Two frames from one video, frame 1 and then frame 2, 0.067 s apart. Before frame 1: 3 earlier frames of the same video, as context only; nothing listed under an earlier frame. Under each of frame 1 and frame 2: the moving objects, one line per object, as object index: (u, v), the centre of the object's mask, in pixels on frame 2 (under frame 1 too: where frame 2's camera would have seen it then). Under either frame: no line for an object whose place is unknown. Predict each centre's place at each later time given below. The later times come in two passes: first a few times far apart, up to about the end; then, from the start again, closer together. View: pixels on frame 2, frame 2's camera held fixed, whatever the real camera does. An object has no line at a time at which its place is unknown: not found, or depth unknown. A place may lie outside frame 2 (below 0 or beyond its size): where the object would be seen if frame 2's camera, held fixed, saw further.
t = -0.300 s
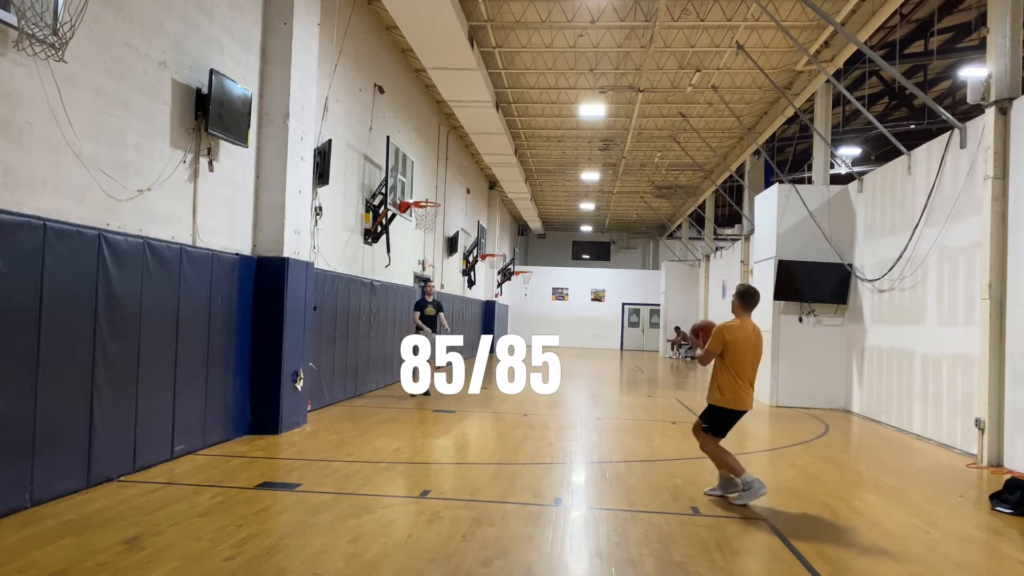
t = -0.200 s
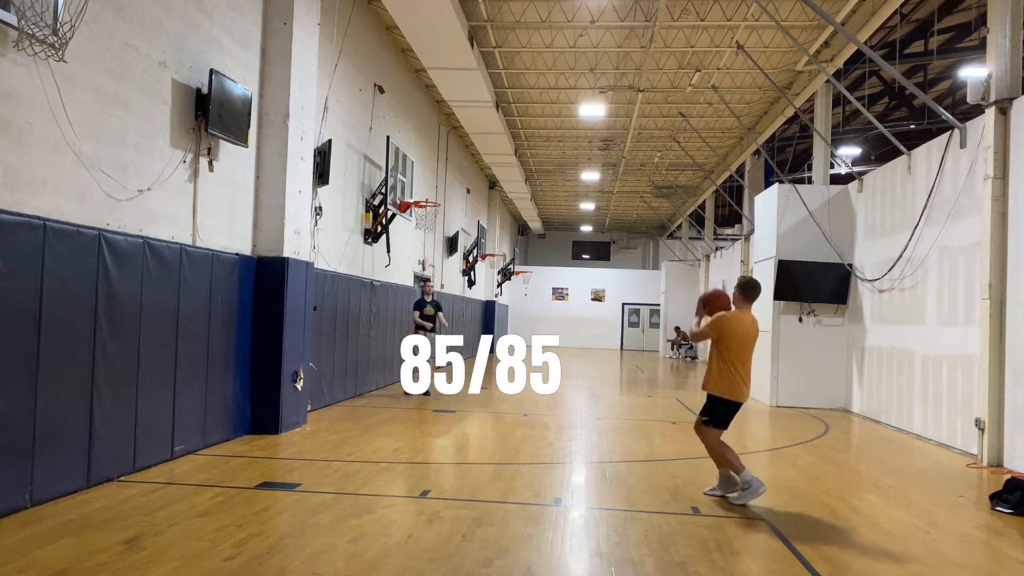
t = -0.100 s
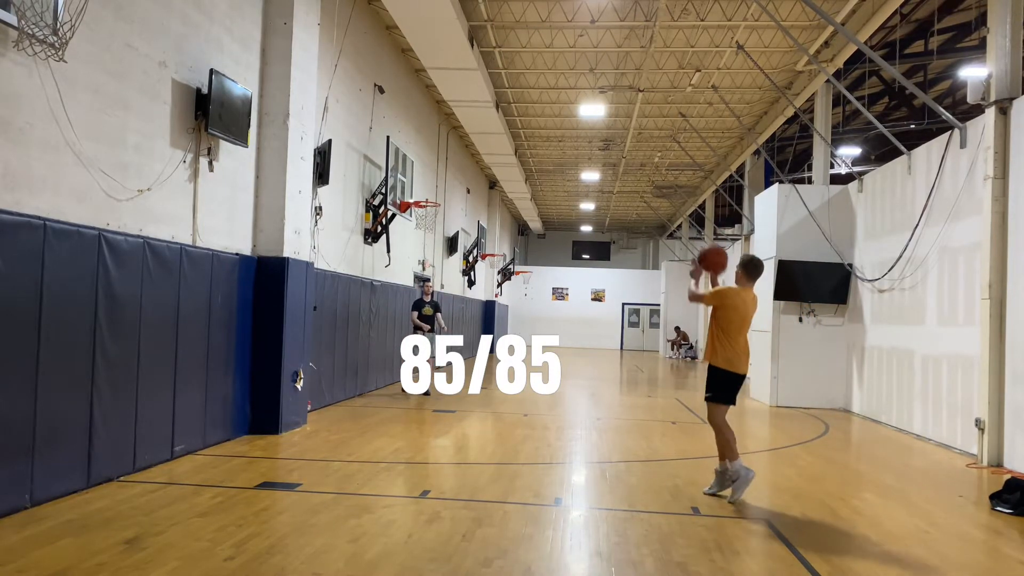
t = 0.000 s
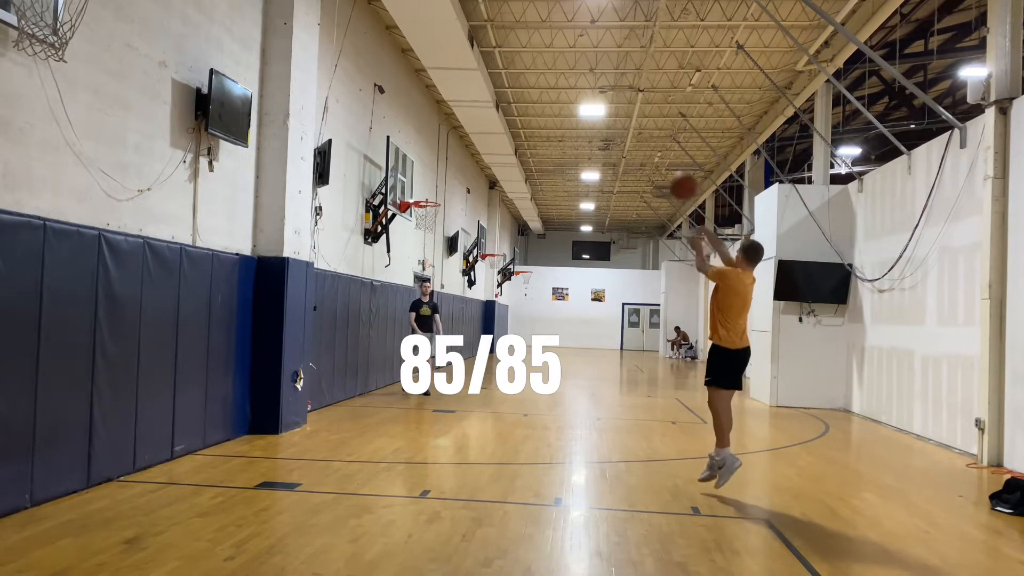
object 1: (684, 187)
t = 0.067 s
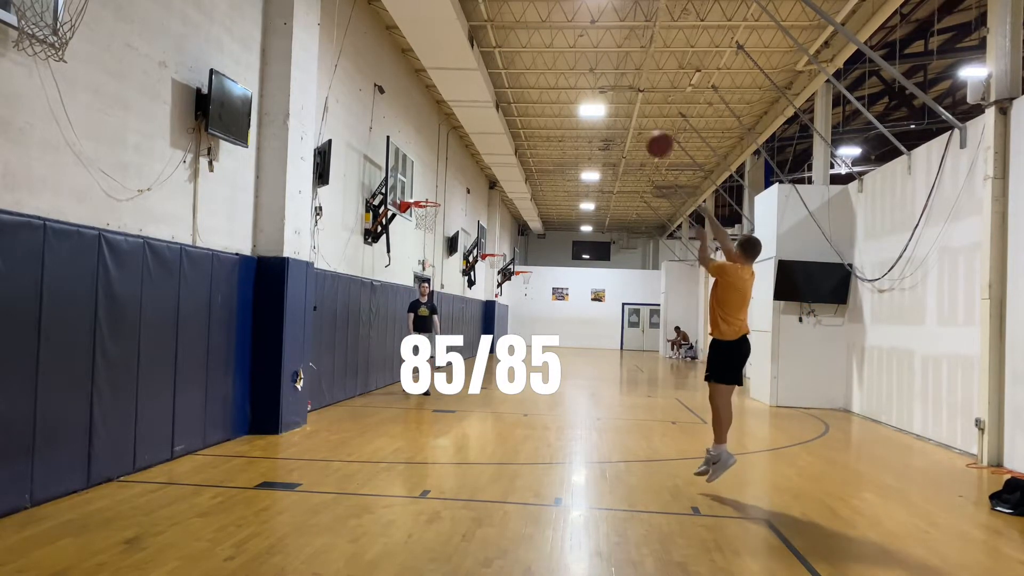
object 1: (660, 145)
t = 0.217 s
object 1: (613, 79)
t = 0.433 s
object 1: (559, 37)
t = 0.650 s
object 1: (517, 39)
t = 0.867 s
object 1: (480, 74)
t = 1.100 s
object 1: (448, 137)
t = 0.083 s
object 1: (654, 137)
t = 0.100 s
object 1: (648, 128)
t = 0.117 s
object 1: (644, 120)
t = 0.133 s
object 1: (638, 112)
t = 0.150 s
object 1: (632, 105)
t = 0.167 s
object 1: (627, 97)
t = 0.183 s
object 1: (622, 91)
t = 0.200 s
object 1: (618, 85)
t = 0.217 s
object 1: (613, 79)
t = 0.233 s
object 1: (608, 74)
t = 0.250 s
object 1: (603, 69)
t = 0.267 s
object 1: (599, 65)
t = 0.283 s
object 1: (595, 61)
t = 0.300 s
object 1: (590, 57)
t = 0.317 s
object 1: (586, 54)
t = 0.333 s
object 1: (582, 50)
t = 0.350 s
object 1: (578, 47)
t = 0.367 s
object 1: (574, 45)
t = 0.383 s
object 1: (570, 43)
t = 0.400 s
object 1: (566, 40)
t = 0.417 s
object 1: (563, 39)
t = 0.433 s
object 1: (559, 37)
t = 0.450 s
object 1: (555, 36)
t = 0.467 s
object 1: (552, 35)
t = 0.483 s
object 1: (549, 34)
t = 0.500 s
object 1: (545, 34)
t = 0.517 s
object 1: (542, 34)
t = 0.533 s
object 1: (538, 34)
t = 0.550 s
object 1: (535, 34)
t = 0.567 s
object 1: (532, 34)
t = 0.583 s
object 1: (528, 35)
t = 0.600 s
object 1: (525, 36)
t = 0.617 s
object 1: (522, 37)
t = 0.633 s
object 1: (520, 38)
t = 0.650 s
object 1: (517, 39)
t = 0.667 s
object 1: (513, 42)
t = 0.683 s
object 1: (510, 43)
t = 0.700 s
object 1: (507, 45)
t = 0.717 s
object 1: (504, 47)
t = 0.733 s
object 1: (501, 50)
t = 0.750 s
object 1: (498, 52)
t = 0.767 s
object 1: (495, 55)
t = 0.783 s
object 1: (493, 59)
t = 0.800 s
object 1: (491, 60)
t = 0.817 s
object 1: (487, 64)
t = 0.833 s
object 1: (485, 67)
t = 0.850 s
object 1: (482, 71)
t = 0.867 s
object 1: (480, 74)
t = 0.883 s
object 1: (477, 78)
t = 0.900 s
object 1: (475, 82)
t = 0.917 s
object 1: (472, 86)
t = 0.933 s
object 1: (470, 90)
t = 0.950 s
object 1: (467, 94)
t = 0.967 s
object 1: (465, 98)
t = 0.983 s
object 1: (463, 103)
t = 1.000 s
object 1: (461, 108)
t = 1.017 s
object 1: (459, 112)
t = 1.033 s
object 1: (456, 118)
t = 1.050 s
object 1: (454, 122)
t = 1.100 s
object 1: (448, 137)
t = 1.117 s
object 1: (445, 144)
